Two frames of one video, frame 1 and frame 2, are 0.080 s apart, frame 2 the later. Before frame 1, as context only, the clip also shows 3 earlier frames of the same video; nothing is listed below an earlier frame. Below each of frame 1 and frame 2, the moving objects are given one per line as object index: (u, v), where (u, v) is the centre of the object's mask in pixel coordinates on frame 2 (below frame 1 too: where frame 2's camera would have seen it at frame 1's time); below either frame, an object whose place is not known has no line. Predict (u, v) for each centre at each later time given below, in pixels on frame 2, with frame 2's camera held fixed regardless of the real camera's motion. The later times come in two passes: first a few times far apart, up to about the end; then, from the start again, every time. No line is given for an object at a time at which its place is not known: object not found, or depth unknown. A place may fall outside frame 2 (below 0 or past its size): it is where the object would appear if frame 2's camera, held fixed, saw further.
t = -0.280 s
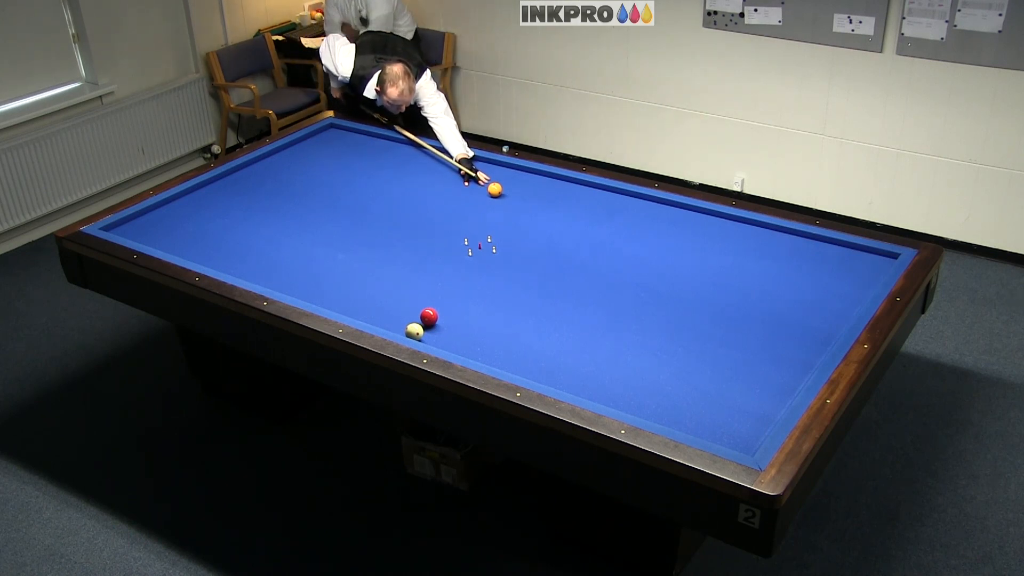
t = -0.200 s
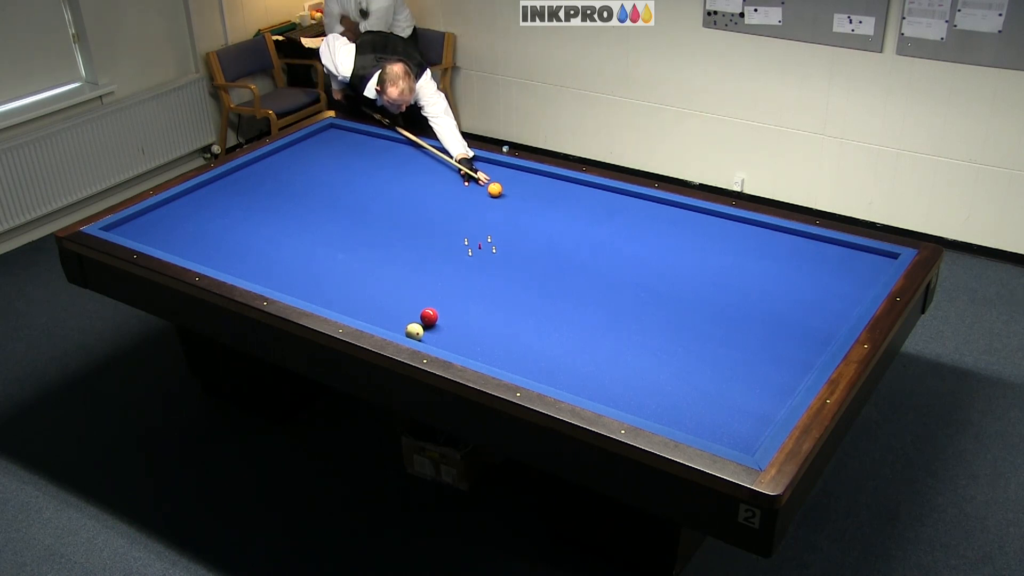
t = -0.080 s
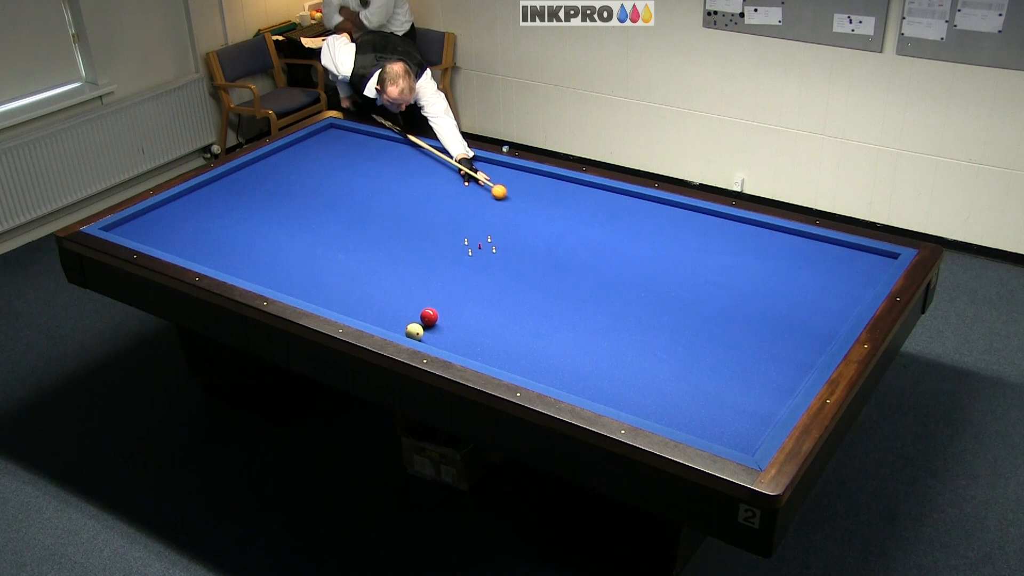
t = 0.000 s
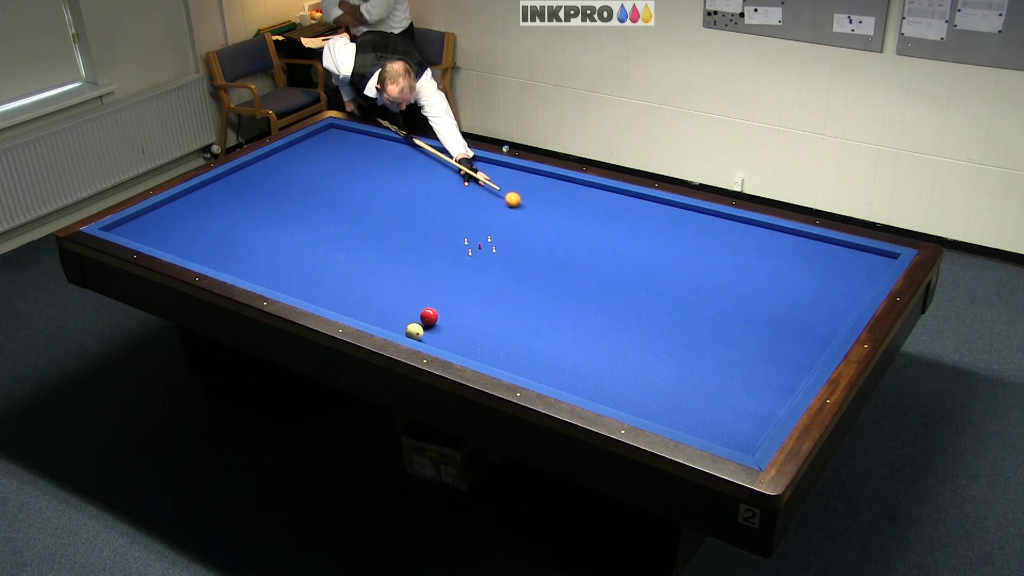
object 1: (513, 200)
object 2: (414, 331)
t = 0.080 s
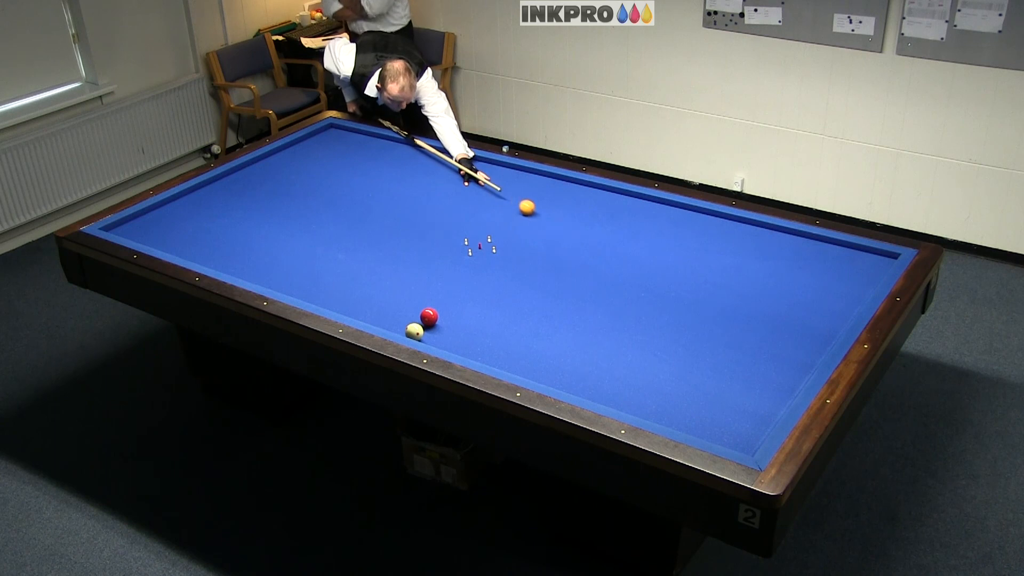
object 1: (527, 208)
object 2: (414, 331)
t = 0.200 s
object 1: (549, 220)
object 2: (414, 331)
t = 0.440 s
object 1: (596, 246)
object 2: (415, 331)
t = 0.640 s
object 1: (638, 270)
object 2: (415, 331)
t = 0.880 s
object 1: (694, 301)
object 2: (415, 331)
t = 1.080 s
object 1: (744, 329)
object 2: (415, 331)
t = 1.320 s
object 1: (808, 366)
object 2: (415, 331)
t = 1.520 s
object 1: (760, 363)
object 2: (415, 331)
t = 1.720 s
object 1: (717, 361)
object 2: (415, 331)
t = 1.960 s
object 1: (666, 359)
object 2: (415, 331)
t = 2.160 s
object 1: (625, 356)
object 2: (415, 331)
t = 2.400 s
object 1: (577, 354)
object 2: (415, 331)
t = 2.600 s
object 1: (538, 352)
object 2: (414, 331)
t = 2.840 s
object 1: (493, 349)
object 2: (415, 331)
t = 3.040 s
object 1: (457, 345)
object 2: (415, 331)
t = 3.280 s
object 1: (428, 337)
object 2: (412, 330)
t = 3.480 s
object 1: (428, 334)
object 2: (398, 325)
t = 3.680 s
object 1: (427, 331)
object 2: (386, 321)
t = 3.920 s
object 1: (427, 326)
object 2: (372, 316)
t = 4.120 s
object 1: (428, 326)
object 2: (361, 312)
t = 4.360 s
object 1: (428, 326)
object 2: (350, 308)
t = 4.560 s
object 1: (428, 325)
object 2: (340, 304)
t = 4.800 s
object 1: (428, 326)
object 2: (330, 300)
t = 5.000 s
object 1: (428, 326)
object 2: (321, 297)
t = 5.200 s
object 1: (428, 325)
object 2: (314, 294)
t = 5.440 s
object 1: (428, 326)
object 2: (306, 291)
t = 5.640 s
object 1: (428, 326)
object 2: (299, 288)
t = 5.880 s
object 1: (428, 326)
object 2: (292, 285)
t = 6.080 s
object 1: (428, 326)
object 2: (286, 283)
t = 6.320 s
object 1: (428, 326)
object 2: (280, 281)
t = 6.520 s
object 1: (428, 326)
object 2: (276, 279)
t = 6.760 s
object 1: (428, 326)
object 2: (271, 277)
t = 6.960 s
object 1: (428, 326)
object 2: (268, 275)
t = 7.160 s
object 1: (428, 326)
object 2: (264, 273)
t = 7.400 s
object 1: (428, 326)
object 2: (261, 272)
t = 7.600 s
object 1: (428, 326)
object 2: (259, 271)
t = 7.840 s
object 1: (428, 326)
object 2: (257, 270)
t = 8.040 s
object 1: (428, 326)
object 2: (255, 269)
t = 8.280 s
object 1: (428, 326)
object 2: (254, 268)
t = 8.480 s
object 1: (428, 325)
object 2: (254, 268)
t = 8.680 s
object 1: (428, 325)
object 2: (253, 267)
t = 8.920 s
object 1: (428, 326)
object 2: (253, 267)
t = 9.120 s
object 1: (428, 325)
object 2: (253, 267)
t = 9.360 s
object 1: (428, 326)
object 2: (253, 267)
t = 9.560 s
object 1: (428, 326)
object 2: (253, 267)
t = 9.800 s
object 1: (428, 326)
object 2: (253, 267)
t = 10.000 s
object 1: (428, 326)
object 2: (253, 267)
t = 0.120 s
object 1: (534, 212)
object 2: (414, 331)
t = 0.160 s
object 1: (541, 216)
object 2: (414, 331)
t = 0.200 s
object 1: (549, 220)
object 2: (414, 331)
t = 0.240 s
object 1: (556, 224)
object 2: (415, 331)
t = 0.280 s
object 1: (564, 228)
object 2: (414, 331)
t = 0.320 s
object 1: (571, 233)
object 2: (414, 331)
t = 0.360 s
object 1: (579, 237)
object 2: (414, 331)
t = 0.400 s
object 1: (587, 241)
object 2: (414, 331)
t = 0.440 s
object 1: (596, 246)
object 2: (415, 331)
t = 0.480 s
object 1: (604, 251)
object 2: (415, 331)
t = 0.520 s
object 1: (612, 255)
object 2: (415, 331)
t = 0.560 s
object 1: (621, 260)
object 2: (415, 331)
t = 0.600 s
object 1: (629, 265)
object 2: (415, 331)
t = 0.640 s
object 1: (638, 270)
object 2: (415, 331)
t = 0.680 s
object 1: (647, 275)
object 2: (415, 331)
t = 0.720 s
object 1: (656, 280)
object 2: (415, 331)
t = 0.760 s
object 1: (665, 285)
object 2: (415, 331)
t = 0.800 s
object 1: (675, 290)
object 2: (415, 331)
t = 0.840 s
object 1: (684, 296)
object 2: (415, 331)
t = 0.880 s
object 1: (694, 301)
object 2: (415, 331)
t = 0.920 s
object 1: (704, 306)
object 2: (415, 331)
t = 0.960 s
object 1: (713, 312)
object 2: (415, 331)
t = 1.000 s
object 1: (724, 318)
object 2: (415, 331)
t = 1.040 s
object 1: (734, 324)
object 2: (415, 331)
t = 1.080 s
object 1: (744, 329)
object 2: (415, 331)
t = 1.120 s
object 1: (755, 335)
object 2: (415, 331)
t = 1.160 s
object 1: (766, 341)
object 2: (415, 331)
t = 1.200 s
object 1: (777, 348)
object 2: (415, 331)
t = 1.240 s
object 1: (788, 354)
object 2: (415, 331)
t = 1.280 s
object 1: (799, 361)
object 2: (415, 331)
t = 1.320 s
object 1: (808, 366)
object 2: (415, 331)
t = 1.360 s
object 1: (800, 366)
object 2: (415, 331)
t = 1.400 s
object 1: (789, 365)
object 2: (415, 331)
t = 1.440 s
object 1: (778, 364)
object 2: (415, 331)
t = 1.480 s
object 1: (769, 364)
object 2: (415, 331)
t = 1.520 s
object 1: (760, 363)
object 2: (415, 331)
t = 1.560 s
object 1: (752, 363)
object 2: (415, 331)
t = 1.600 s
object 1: (743, 362)
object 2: (415, 331)
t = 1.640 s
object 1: (734, 362)
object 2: (415, 331)
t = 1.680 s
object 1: (726, 361)
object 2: (415, 331)
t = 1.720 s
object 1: (717, 361)
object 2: (415, 331)
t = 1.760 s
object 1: (708, 361)
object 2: (415, 331)
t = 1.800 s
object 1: (700, 360)
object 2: (415, 331)
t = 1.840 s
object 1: (691, 360)
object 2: (415, 331)
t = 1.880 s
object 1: (683, 360)
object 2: (415, 331)
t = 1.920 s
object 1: (675, 359)
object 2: (415, 331)
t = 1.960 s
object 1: (666, 359)
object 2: (415, 331)
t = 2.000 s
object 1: (658, 358)
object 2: (415, 331)
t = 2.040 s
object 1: (650, 358)
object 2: (415, 331)
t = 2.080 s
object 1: (641, 357)
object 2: (414, 331)
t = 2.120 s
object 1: (633, 357)
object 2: (415, 331)
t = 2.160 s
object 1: (625, 356)
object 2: (415, 331)
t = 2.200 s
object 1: (617, 356)
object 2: (415, 331)
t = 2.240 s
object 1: (609, 355)
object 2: (414, 331)
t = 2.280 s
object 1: (601, 355)
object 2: (414, 331)
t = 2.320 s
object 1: (593, 355)
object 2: (415, 331)
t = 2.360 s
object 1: (585, 354)
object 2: (415, 331)
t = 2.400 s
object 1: (577, 354)
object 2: (415, 331)
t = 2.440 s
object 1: (569, 353)
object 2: (415, 331)
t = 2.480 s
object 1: (562, 353)
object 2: (414, 331)
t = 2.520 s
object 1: (554, 353)
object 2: (415, 331)
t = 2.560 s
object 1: (546, 352)
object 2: (415, 331)
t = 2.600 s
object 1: (538, 352)
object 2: (414, 331)
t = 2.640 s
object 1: (531, 351)
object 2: (415, 331)
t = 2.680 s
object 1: (523, 351)
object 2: (414, 331)
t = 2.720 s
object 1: (516, 350)
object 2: (414, 331)
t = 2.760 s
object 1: (508, 350)
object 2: (415, 331)
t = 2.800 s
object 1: (501, 349)
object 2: (415, 331)
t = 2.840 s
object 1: (493, 349)
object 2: (415, 331)
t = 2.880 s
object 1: (486, 349)
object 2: (415, 331)
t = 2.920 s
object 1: (479, 348)
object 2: (415, 331)
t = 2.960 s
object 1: (472, 347)
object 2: (414, 331)
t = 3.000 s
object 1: (464, 346)
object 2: (414, 331)
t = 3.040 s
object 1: (457, 345)
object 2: (415, 331)
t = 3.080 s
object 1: (450, 344)
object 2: (414, 331)
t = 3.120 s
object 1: (443, 343)
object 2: (415, 331)
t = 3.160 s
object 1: (436, 341)
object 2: (414, 331)
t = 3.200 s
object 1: (433, 339)
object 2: (415, 331)
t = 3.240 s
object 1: (430, 338)
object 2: (414, 331)
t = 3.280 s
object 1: (428, 337)
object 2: (412, 330)
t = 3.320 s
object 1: (428, 336)
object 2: (409, 329)
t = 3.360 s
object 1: (428, 336)
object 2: (406, 328)
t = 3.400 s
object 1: (428, 335)
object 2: (403, 327)
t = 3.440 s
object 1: (428, 335)
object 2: (401, 326)
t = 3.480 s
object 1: (428, 334)
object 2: (398, 325)
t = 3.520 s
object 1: (428, 334)
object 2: (396, 325)
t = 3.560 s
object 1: (427, 333)
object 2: (393, 324)
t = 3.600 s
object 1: (427, 332)
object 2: (391, 323)
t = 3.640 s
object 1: (427, 332)
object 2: (389, 322)
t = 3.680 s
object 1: (427, 331)
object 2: (386, 321)
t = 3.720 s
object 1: (427, 330)
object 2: (384, 320)
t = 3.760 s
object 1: (427, 329)
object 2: (381, 319)
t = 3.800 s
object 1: (427, 328)
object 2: (379, 319)
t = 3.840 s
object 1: (427, 328)
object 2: (377, 318)
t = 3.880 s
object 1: (427, 327)
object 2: (375, 317)
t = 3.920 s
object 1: (427, 326)
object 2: (372, 316)
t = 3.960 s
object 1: (427, 326)
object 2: (370, 315)
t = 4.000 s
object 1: (427, 326)
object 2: (368, 315)
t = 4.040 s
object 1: (427, 326)
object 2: (366, 314)
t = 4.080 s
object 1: (427, 326)
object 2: (364, 313)
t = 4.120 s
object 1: (428, 326)
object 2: (361, 312)
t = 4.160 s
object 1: (428, 326)
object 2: (360, 311)
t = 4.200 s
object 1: (428, 326)
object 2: (358, 311)
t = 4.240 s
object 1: (428, 325)
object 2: (356, 310)
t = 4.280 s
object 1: (428, 326)
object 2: (354, 309)
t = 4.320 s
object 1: (428, 326)
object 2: (351, 308)
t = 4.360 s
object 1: (428, 326)
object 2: (350, 308)
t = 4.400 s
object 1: (428, 326)
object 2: (348, 307)
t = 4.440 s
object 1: (428, 326)
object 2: (346, 306)
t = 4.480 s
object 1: (428, 325)
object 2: (344, 306)
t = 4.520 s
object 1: (428, 325)
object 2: (342, 305)
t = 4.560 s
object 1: (428, 325)
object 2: (340, 304)
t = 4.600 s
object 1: (428, 325)
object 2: (338, 303)
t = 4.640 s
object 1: (428, 325)
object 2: (337, 303)
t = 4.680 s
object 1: (428, 325)
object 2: (335, 302)
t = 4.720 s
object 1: (428, 325)
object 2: (333, 302)
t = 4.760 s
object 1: (428, 326)
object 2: (331, 301)
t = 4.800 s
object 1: (428, 326)
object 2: (330, 300)
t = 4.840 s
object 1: (428, 325)
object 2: (328, 300)
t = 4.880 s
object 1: (428, 326)
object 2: (327, 299)
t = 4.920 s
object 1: (428, 326)
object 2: (325, 298)
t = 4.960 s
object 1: (428, 326)
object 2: (323, 298)
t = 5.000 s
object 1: (428, 326)
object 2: (321, 297)
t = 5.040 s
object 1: (428, 325)
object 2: (320, 296)
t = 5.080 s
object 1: (428, 326)
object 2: (318, 296)
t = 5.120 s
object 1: (428, 326)
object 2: (317, 295)
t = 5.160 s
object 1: (428, 326)
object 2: (316, 295)
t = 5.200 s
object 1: (428, 325)
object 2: (314, 294)
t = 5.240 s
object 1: (428, 326)
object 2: (312, 294)
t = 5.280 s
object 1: (428, 326)
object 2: (311, 293)
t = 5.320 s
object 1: (428, 325)
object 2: (310, 293)
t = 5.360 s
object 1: (428, 325)
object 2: (308, 292)
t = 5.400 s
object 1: (428, 326)
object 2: (307, 291)
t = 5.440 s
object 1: (428, 326)
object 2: (306, 291)
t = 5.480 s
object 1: (428, 325)
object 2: (304, 290)
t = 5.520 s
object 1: (428, 325)
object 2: (303, 290)
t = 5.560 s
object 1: (428, 326)
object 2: (302, 289)
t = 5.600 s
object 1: (428, 326)
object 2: (301, 289)
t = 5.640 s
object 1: (428, 326)
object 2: (299, 288)
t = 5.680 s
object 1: (428, 325)
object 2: (298, 288)
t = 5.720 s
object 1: (428, 326)
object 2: (297, 287)
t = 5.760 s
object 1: (428, 326)
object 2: (295, 287)
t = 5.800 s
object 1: (428, 326)
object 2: (294, 286)
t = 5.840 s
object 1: (428, 325)
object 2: (293, 286)
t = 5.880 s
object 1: (428, 326)
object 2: (292, 285)
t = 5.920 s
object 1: (428, 326)
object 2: (291, 285)
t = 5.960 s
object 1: (428, 325)
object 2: (290, 285)
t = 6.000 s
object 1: (428, 326)
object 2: (288, 284)
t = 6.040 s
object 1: (428, 326)
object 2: (287, 284)
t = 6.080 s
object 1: (428, 326)
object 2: (286, 283)
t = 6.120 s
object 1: (428, 325)
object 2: (285, 283)
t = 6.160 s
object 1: (428, 325)
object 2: (284, 283)
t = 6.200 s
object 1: (428, 326)
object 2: (283, 282)
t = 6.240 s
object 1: (428, 325)
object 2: (282, 282)
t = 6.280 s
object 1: (428, 326)
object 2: (281, 281)
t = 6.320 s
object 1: (428, 326)
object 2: (280, 281)
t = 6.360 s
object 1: (428, 326)
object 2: (279, 280)
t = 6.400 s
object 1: (428, 326)
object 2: (278, 280)
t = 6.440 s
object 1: (428, 325)
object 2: (277, 280)
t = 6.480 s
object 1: (428, 326)
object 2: (277, 279)
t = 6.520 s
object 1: (428, 326)
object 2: (276, 279)
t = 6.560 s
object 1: (428, 325)
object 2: (275, 278)
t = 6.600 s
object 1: (428, 326)
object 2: (274, 278)
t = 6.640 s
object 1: (428, 325)
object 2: (273, 278)
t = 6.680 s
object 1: (428, 326)
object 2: (273, 277)
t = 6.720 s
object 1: (428, 325)
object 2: (272, 277)
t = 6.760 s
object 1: (428, 326)
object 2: (271, 277)
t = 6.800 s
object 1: (428, 326)
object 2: (270, 276)
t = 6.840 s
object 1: (428, 326)
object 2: (270, 276)
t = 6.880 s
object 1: (428, 325)
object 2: (269, 276)
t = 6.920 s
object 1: (428, 325)
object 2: (268, 275)
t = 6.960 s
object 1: (428, 326)
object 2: (268, 275)
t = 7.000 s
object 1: (428, 326)
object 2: (267, 275)
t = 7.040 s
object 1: (428, 325)
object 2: (266, 274)
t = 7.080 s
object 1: (428, 326)
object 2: (266, 274)
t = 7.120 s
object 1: (428, 326)
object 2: (265, 274)
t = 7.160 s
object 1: (428, 326)
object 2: (264, 273)
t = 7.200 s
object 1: (428, 326)
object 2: (264, 273)
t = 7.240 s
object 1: (428, 326)
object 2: (263, 273)
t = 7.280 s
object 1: (428, 326)
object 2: (263, 273)
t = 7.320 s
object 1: (428, 326)
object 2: (262, 272)
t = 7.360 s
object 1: (428, 326)
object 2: (262, 272)
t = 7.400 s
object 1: (428, 326)
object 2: (261, 272)
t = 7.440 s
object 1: (428, 326)
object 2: (261, 272)
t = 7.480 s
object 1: (428, 326)
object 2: (260, 272)
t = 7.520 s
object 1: (428, 326)
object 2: (260, 271)
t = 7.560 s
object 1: (428, 326)
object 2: (259, 271)
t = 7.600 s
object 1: (428, 326)
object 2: (259, 271)
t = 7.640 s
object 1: (428, 325)
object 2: (258, 271)
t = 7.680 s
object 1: (428, 326)
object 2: (258, 271)
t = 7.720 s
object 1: (428, 325)
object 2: (258, 270)
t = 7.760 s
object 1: (428, 326)
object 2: (257, 270)
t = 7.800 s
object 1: (428, 326)
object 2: (257, 270)
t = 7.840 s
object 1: (428, 326)
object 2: (257, 270)
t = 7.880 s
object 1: (428, 325)
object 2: (256, 270)
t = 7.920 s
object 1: (428, 325)
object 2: (256, 269)
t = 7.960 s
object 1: (428, 326)
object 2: (256, 269)
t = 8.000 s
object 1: (428, 325)
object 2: (255, 269)
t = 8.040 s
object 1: (428, 326)
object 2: (255, 269)
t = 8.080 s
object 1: (428, 325)
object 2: (255, 269)
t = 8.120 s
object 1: (428, 326)
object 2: (255, 269)
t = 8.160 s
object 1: (428, 326)
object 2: (255, 269)
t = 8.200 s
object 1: (428, 325)
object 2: (254, 269)
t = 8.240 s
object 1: (428, 326)
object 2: (254, 268)
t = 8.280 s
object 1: (428, 326)
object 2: (254, 268)
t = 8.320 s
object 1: (428, 326)
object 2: (254, 268)
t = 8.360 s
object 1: (428, 325)
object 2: (254, 268)
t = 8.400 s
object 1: (428, 326)
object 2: (254, 268)
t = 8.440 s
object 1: (428, 326)
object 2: (254, 268)
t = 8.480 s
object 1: (428, 325)
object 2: (254, 268)
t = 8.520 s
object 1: (428, 326)
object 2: (253, 268)
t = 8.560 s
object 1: (428, 325)
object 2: (253, 268)
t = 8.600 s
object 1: (428, 326)
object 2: (253, 268)
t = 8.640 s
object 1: (428, 326)
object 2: (253, 267)
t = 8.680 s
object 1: (428, 325)
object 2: (253, 267)
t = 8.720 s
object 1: (428, 326)
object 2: (253, 267)
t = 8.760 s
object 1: (428, 325)
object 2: (253, 267)
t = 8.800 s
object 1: (428, 326)
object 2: (253, 267)
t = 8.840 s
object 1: (428, 326)
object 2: (253, 267)
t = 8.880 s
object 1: (428, 325)
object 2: (253, 267)
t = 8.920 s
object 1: (428, 326)
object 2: (253, 267)
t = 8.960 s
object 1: (428, 326)
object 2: (253, 267)
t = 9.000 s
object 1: (428, 326)
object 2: (253, 267)
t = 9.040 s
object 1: (428, 325)
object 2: (253, 267)
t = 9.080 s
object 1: (428, 326)
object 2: (253, 267)
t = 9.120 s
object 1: (428, 325)
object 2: (253, 267)
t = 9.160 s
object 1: (428, 325)
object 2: (253, 267)
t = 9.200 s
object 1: (428, 326)
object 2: (253, 267)
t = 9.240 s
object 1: (428, 326)
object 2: (253, 267)
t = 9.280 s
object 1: (428, 326)
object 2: (253, 267)
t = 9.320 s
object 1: (428, 325)
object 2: (253, 267)
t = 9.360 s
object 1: (428, 326)
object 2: (253, 267)
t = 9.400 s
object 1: (428, 326)
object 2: (253, 267)
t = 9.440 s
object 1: (428, 325)
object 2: (253, 267)
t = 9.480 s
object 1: (428, 325)
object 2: (253, 267)
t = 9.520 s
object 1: (428, 326)
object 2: (253, 267)
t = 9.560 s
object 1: (428, 326)
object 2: (253, 267)
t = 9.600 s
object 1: (428, 325)
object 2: (253, 267)
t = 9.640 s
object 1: (428, 326)
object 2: (253, 267)
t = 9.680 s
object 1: (428, 326)
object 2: (253, 267)
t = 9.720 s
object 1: (428, 326)
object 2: (253, 267)
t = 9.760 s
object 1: (428, 325)
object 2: (253, 267)
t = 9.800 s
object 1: (428, 326)
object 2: (253, 267)
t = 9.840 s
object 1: (428, 325)
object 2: (253, 267)
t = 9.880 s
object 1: (428, 325)
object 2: (253, 267)
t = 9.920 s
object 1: (428, 326)
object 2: (253, 267)
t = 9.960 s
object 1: (428, 326)
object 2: (253, 267)
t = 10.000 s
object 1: (428, 326)
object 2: (253, 267)
